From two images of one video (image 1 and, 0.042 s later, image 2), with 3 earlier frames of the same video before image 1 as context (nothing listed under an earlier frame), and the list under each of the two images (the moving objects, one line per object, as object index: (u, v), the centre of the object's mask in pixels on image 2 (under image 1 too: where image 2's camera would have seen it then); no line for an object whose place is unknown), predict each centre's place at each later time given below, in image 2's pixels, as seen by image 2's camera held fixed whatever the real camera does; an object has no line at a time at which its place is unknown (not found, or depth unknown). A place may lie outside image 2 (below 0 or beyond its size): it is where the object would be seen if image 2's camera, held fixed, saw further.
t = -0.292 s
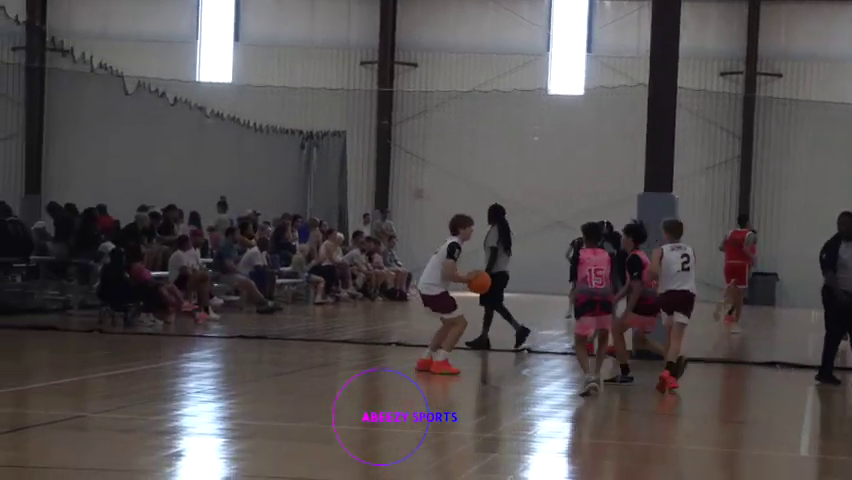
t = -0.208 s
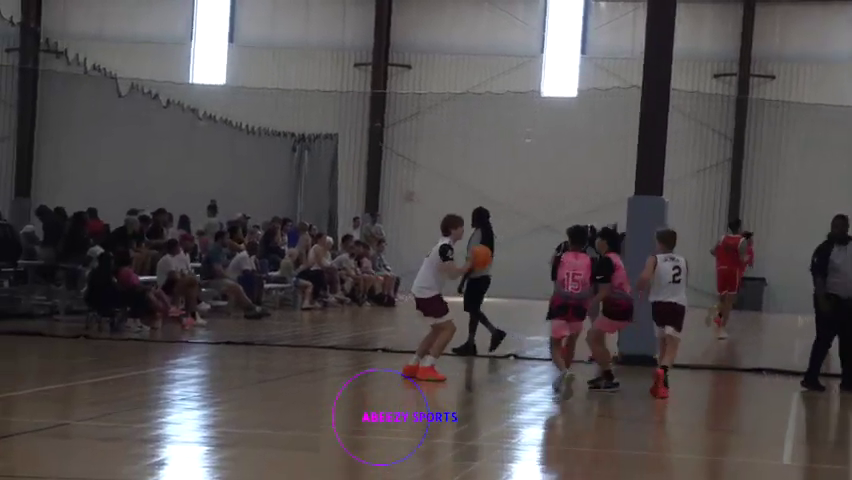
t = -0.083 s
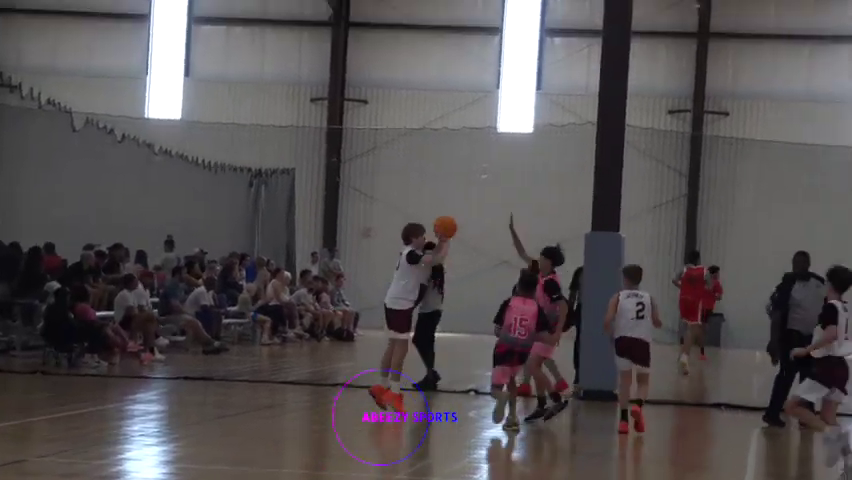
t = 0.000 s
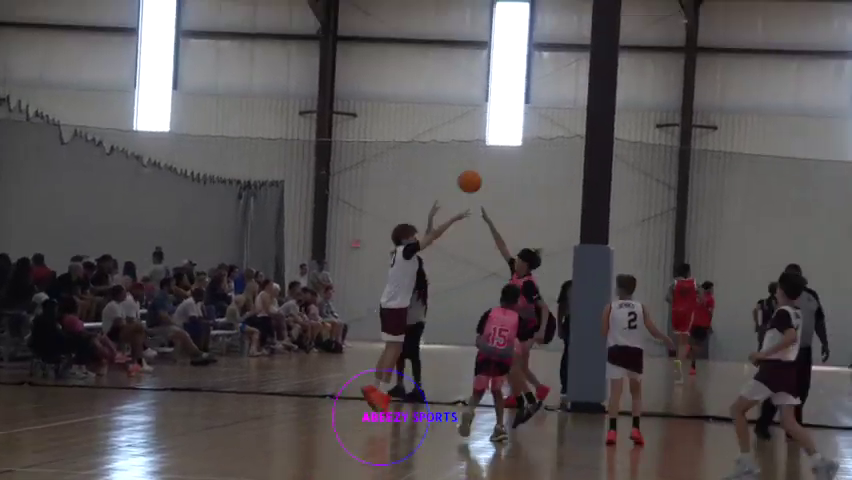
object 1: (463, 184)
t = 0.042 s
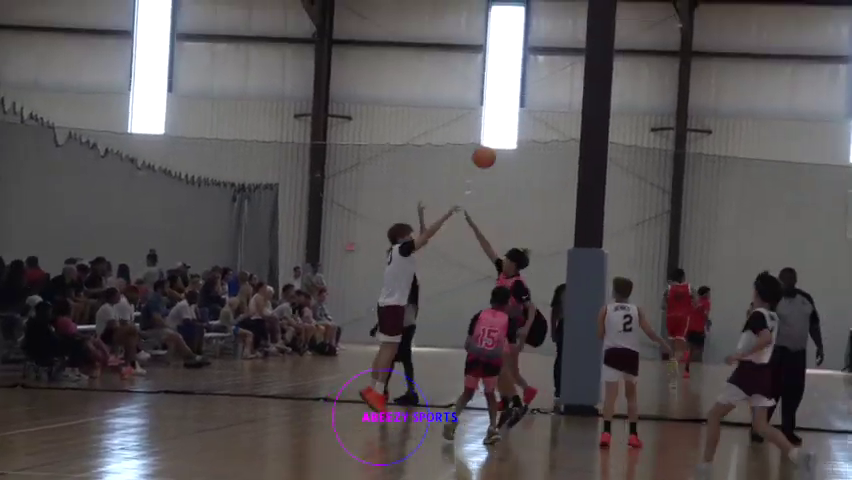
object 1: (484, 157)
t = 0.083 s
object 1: (503, 130)
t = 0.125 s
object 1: (524, 105)
